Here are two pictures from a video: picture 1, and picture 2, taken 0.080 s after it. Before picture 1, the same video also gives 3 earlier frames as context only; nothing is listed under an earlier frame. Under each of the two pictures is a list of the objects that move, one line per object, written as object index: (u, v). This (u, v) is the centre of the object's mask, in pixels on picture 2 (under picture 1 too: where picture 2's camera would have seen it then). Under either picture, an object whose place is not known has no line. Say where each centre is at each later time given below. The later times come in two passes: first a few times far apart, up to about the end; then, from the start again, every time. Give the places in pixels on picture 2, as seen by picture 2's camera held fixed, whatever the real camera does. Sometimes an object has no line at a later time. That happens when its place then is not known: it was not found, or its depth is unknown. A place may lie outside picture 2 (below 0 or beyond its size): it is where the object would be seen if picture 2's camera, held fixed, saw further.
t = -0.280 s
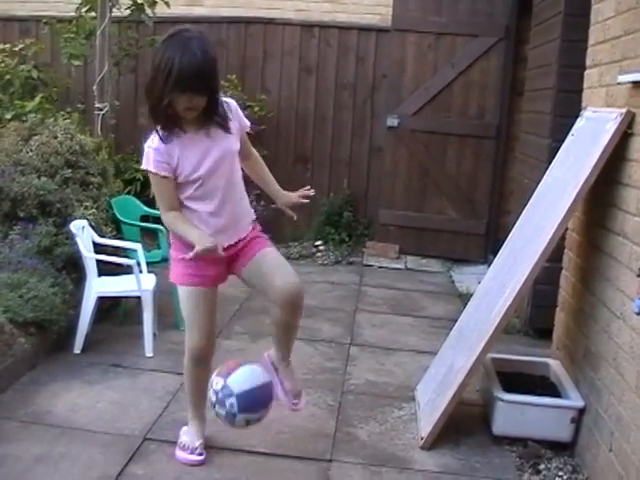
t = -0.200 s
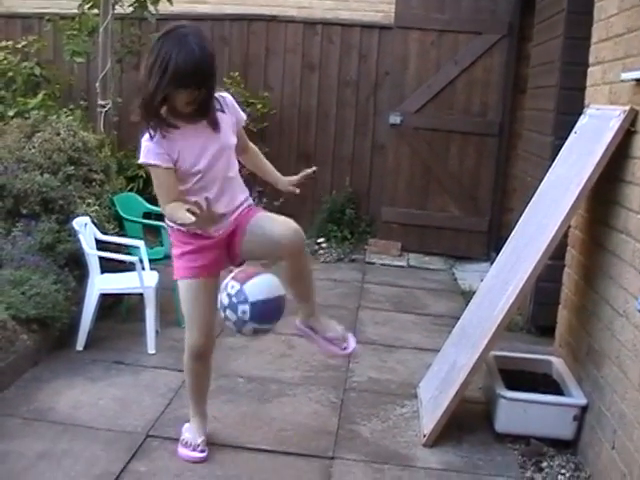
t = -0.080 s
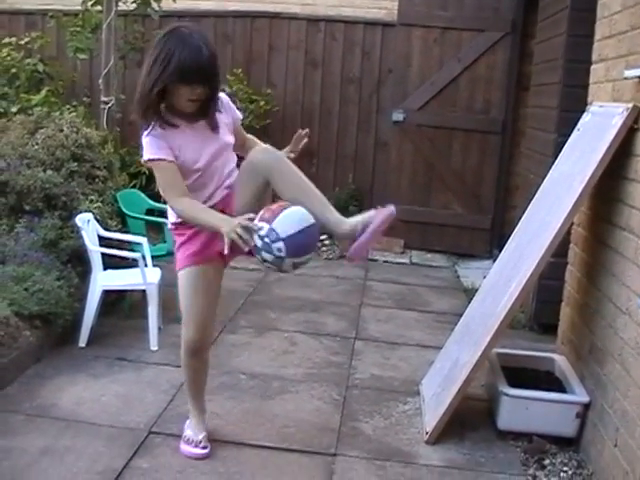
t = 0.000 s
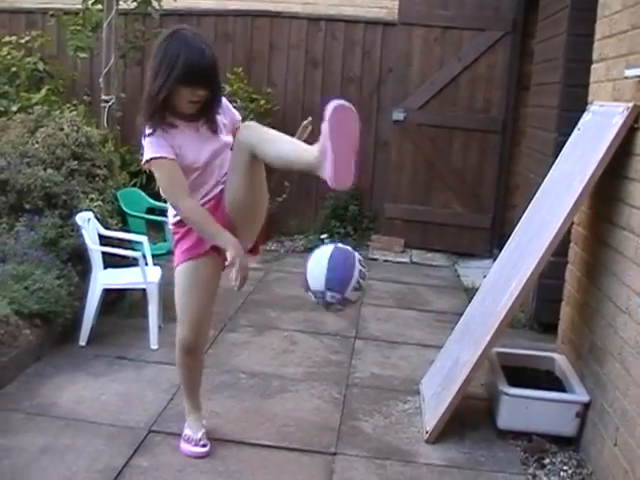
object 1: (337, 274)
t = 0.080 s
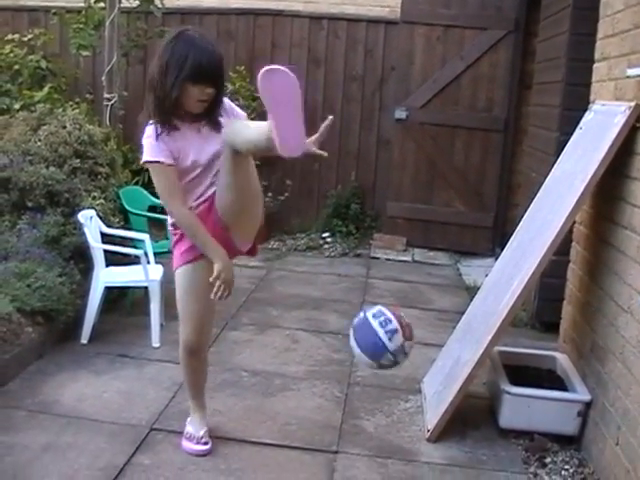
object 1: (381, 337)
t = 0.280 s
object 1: (456, 383)
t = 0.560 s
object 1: (505, 290)
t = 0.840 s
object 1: (523, 435)
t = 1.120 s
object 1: (596, 353)
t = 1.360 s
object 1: (540, 425)
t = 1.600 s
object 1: (551, 374)
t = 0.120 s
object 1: (402, 373)
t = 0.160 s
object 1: (421, 413)
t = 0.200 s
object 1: (435, 451)
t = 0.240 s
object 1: (446, 415)
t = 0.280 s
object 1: (456, 383)
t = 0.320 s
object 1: (464, 354)
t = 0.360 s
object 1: (474, 330)
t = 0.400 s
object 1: (481, 312)
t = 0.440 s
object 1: (488, 299)
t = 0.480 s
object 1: (494, 290)
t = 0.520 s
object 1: (500, 288)
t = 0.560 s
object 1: (505, 290)
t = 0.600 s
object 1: (510, 298)
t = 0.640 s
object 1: (515, 310)
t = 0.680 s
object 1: (517, 327)
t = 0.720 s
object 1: (519, 348)
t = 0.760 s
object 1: (521, 372)
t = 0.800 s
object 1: (522, 401)
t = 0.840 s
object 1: (523, 435)
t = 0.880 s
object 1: (533, 432)
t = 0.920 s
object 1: (543, 401)
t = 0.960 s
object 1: (555, 382)
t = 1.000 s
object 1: (566, 369)
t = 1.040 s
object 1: (576, 359)
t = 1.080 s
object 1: (587, 354)
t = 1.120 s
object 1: (596, 353)
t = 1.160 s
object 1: (588, 353)
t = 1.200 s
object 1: (580, 357)
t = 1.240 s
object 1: (571, 366)
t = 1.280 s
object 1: (563, 380)
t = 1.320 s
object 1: (553, 400)
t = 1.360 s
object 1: (540, 425)
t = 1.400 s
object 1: (528, 451)
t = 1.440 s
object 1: (535, 428)
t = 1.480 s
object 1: (539, 407)
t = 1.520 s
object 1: (545, 391)
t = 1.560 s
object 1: (548, 380)
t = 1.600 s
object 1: (551, 374)
